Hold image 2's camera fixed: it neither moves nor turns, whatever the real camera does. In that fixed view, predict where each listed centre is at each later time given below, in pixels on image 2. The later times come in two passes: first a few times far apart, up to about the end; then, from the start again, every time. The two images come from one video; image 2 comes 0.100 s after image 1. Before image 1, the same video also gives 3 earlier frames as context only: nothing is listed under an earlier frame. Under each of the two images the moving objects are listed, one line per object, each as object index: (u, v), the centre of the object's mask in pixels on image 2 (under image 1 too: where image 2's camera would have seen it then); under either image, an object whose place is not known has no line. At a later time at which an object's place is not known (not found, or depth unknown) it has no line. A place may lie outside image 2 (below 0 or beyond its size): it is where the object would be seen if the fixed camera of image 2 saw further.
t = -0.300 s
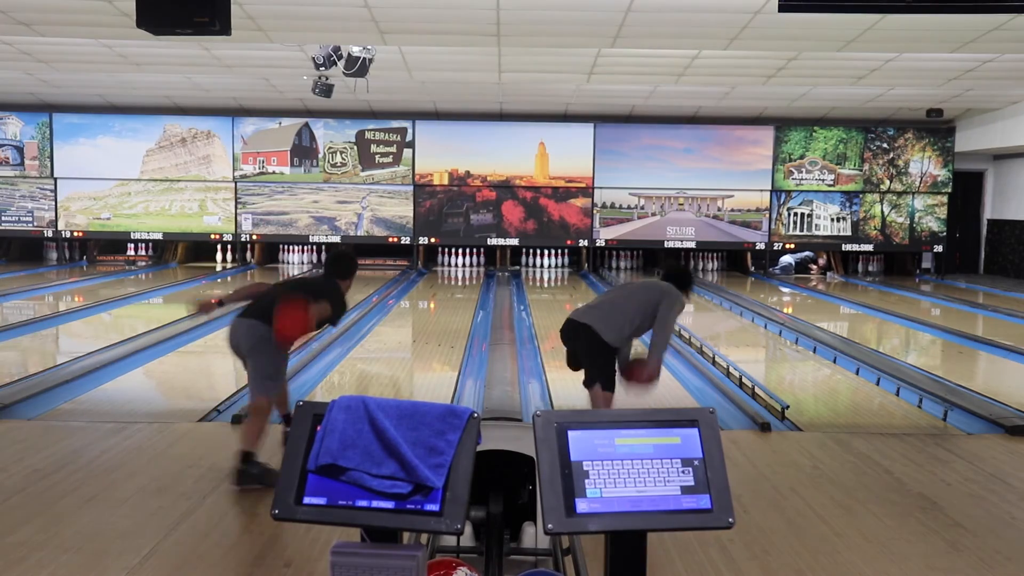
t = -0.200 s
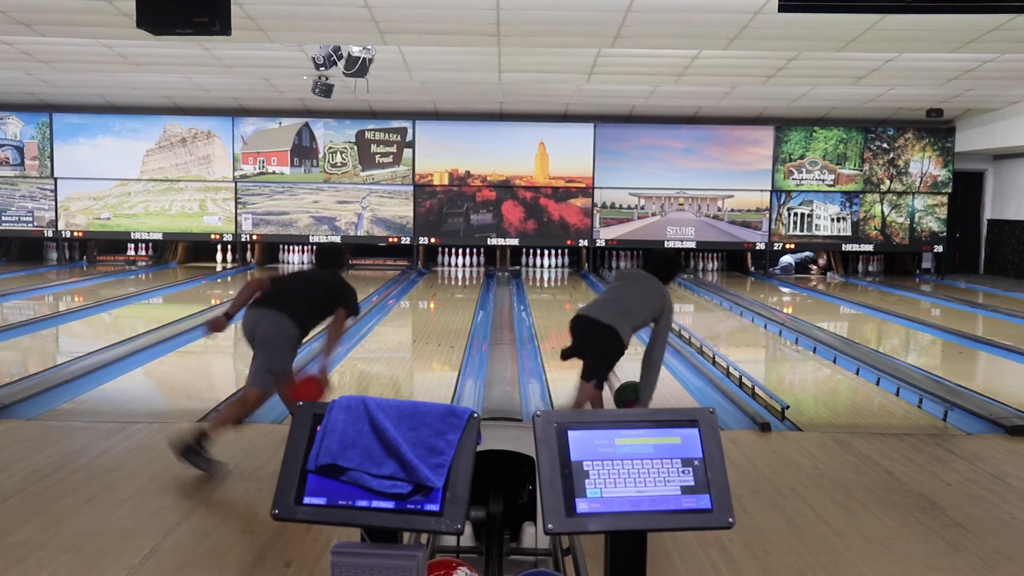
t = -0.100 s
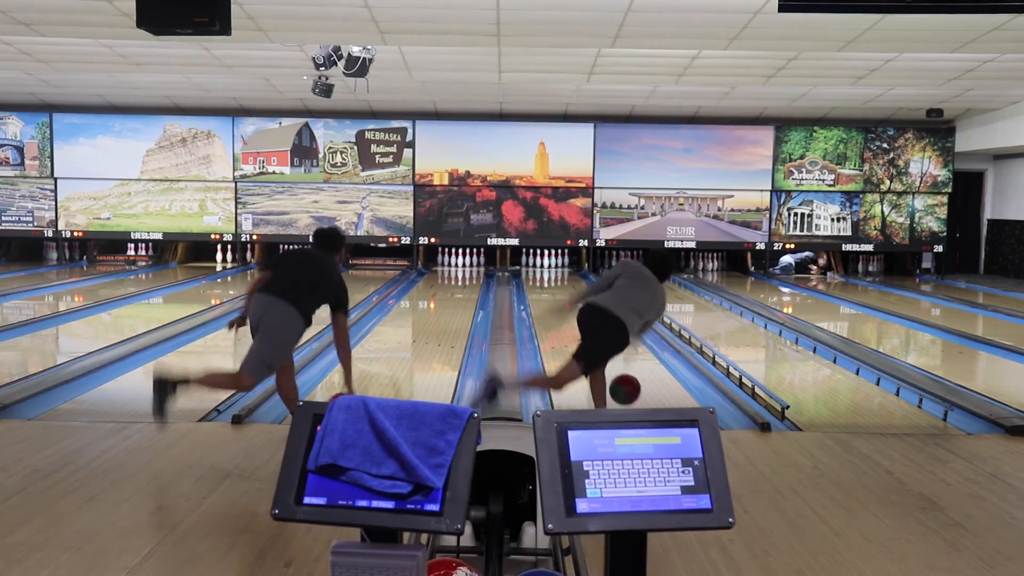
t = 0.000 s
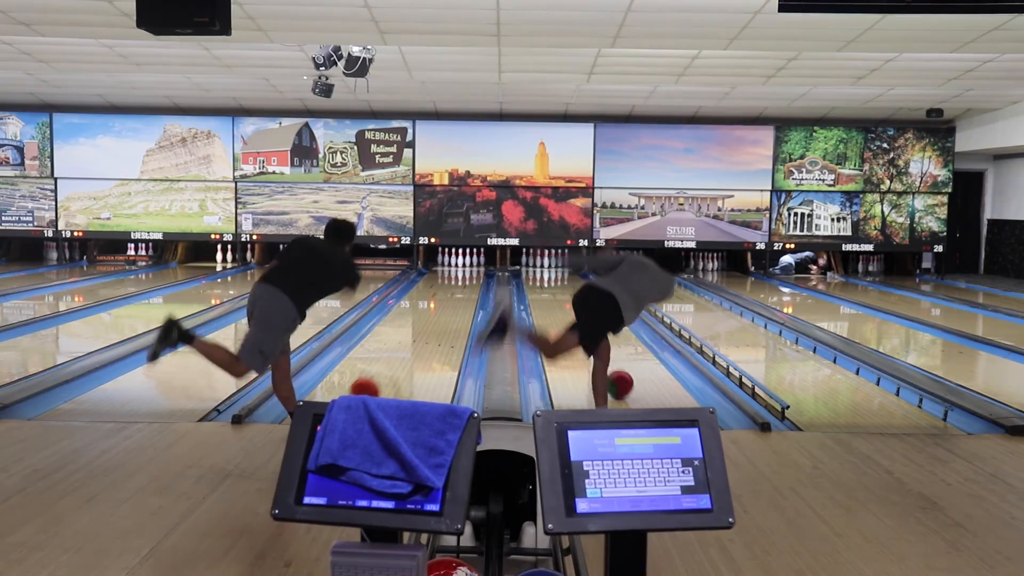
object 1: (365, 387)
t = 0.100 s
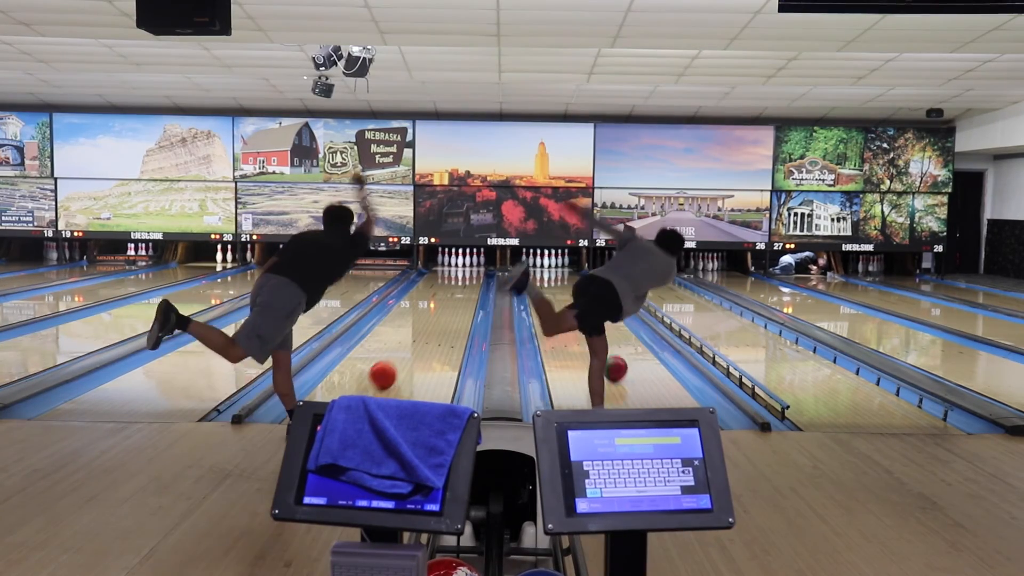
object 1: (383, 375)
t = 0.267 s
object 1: (407, 351)
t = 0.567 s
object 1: (435, 323)
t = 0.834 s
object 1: (451, 305)
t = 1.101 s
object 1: (462, 292)
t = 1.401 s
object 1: (469, 281)
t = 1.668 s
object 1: (471, 274)
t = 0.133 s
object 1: (388, 370)
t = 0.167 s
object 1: (393, 365)
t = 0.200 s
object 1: (398, 360)
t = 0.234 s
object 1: (403, 356)
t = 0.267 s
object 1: (407, 351)
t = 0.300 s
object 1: (410, 348)
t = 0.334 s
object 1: (414, 344)
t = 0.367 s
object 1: (418, 340)
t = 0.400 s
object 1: (421, 337)
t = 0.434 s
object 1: (424, 334)
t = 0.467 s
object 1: (427, 331)
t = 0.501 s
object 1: (429, 328)
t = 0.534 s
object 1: (432, 325)
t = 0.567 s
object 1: (435, 323)
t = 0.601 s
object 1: (437, 320)
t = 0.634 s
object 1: (440, 317)
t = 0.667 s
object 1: (442, 315)
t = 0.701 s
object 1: (444, 313)
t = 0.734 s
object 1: (446, 311)
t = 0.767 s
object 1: (448, 308)
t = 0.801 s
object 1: (450, 307)
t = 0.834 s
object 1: (451, 305)
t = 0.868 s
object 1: (453, 303)
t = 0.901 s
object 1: (454, 301)
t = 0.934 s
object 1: (455, 299)
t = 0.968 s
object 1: (457, 298)
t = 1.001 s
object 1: (459, 296)
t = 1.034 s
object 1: (460, 294)
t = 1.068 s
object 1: (461, 293)
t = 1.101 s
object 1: (462, 292)
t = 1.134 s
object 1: (463, 291)
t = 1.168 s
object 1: (464, 289)
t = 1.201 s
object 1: (465, 288)
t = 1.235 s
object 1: (466, 287)
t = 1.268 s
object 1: (467, 285)
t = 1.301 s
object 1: (468, 284)
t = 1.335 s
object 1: (468, 283)
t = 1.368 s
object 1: (469, 282)
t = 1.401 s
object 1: (469, 281)
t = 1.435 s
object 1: (470, 280)
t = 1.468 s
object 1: (470, 279)
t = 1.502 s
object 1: (471, 277)
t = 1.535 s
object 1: (471, 277)
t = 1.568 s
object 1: (471, 276)
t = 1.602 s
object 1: (471, 275)
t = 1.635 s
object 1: (471, 274)
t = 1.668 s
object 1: (471, 274)
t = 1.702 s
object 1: (471, 272)
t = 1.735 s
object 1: (471, 271)
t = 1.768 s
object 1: (471, 271)
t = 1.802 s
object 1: (470, 270)
